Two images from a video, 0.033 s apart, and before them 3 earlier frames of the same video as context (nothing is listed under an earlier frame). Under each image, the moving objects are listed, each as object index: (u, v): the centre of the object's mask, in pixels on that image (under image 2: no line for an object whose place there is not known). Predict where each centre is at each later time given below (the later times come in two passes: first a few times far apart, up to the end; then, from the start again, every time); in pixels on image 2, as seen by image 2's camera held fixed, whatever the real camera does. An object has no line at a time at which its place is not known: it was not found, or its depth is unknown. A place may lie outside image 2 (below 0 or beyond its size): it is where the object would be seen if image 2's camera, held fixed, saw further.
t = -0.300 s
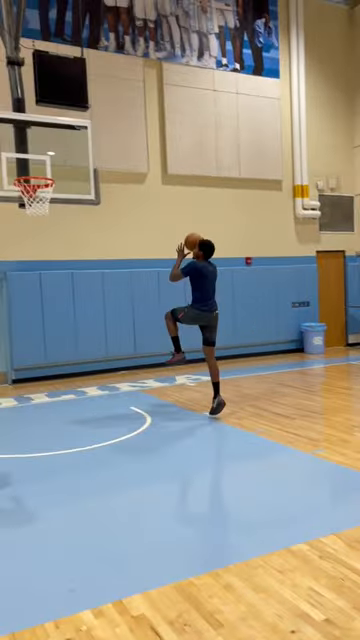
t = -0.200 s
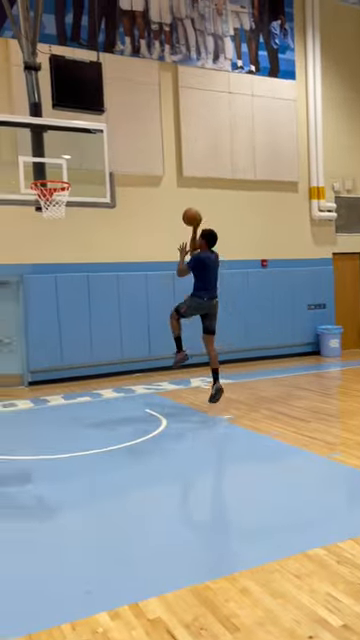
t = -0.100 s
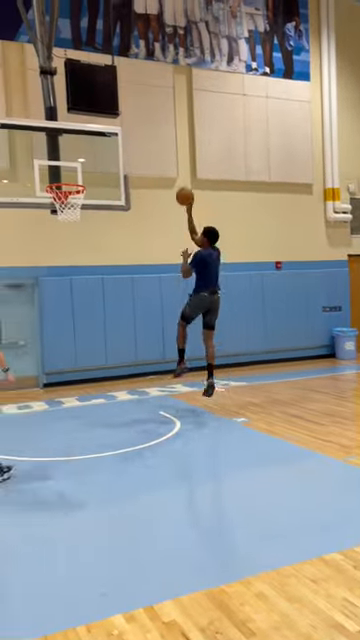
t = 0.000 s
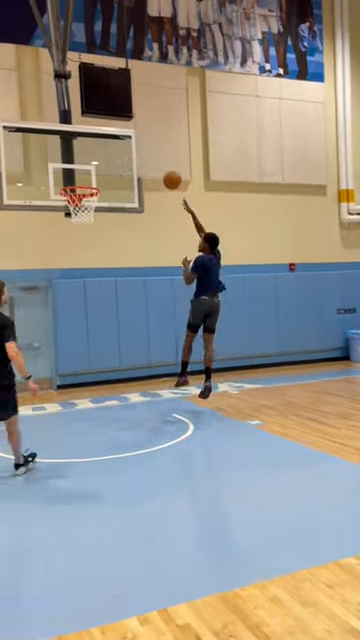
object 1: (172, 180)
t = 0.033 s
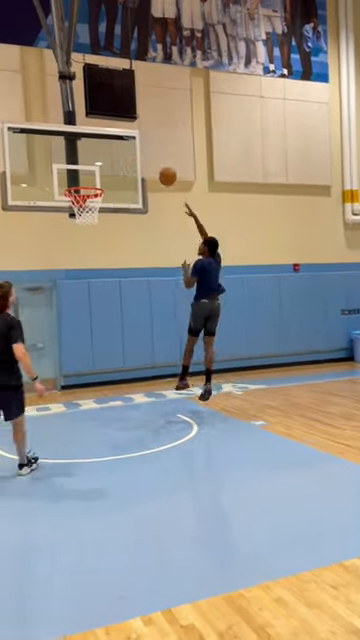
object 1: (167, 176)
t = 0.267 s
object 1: (110, 170)
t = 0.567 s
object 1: (85, 200)
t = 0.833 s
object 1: (84, 228)
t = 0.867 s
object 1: (85, 235)
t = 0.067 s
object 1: (159, 173)
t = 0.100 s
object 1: (150, 170)
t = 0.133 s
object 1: (142, 168)
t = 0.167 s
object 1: (134, 168)
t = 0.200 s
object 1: (126, 168)
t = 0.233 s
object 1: (118, 168)
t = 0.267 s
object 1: (110, 170)
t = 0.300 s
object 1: (107, 169)
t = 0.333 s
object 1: (104, 170)
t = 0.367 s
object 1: (101, 171)
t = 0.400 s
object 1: (97, 173)
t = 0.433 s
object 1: (94, 177)
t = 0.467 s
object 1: (91, 179)
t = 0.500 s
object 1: (88, 180)
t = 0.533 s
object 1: (86, 195)
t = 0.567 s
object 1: (85, 200)
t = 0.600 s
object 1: (82, 207)
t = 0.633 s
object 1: (79, 214)
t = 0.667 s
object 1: (80, 213)
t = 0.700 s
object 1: (80, 214)
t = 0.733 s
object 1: (81, 215)
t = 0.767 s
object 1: (82, 218)
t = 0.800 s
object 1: (83, 223)
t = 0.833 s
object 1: (84, 228)
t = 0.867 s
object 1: (85, 235)
